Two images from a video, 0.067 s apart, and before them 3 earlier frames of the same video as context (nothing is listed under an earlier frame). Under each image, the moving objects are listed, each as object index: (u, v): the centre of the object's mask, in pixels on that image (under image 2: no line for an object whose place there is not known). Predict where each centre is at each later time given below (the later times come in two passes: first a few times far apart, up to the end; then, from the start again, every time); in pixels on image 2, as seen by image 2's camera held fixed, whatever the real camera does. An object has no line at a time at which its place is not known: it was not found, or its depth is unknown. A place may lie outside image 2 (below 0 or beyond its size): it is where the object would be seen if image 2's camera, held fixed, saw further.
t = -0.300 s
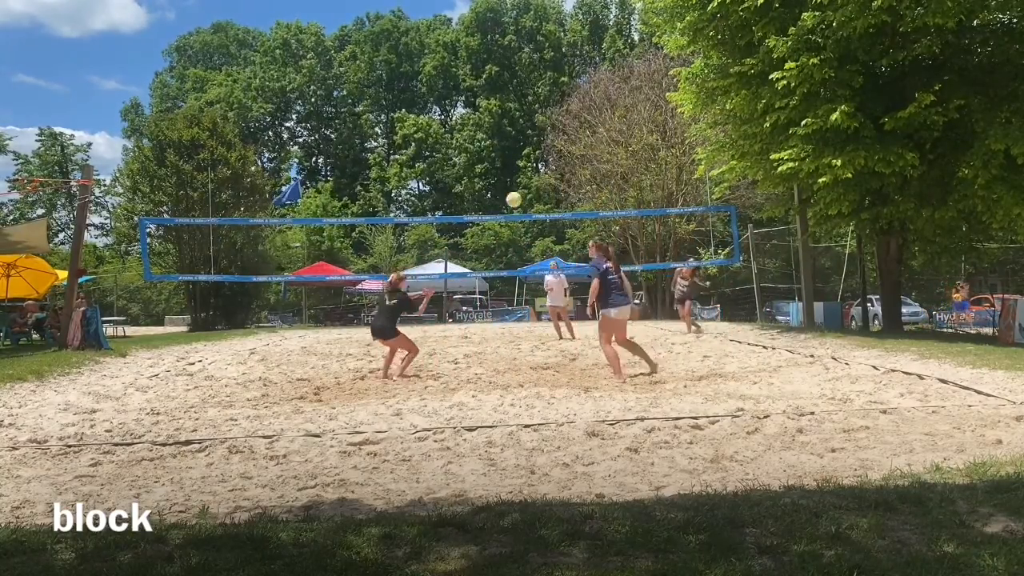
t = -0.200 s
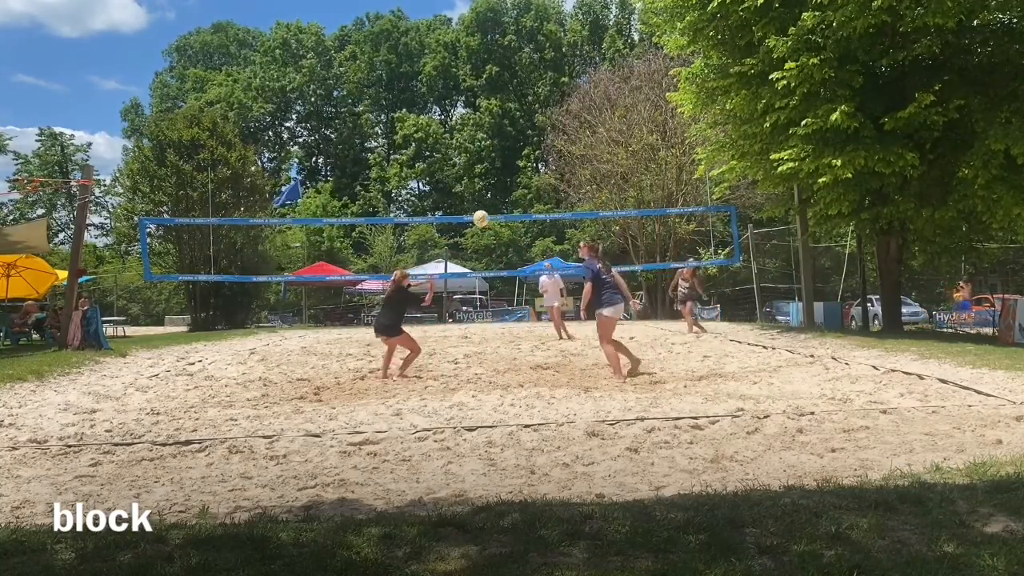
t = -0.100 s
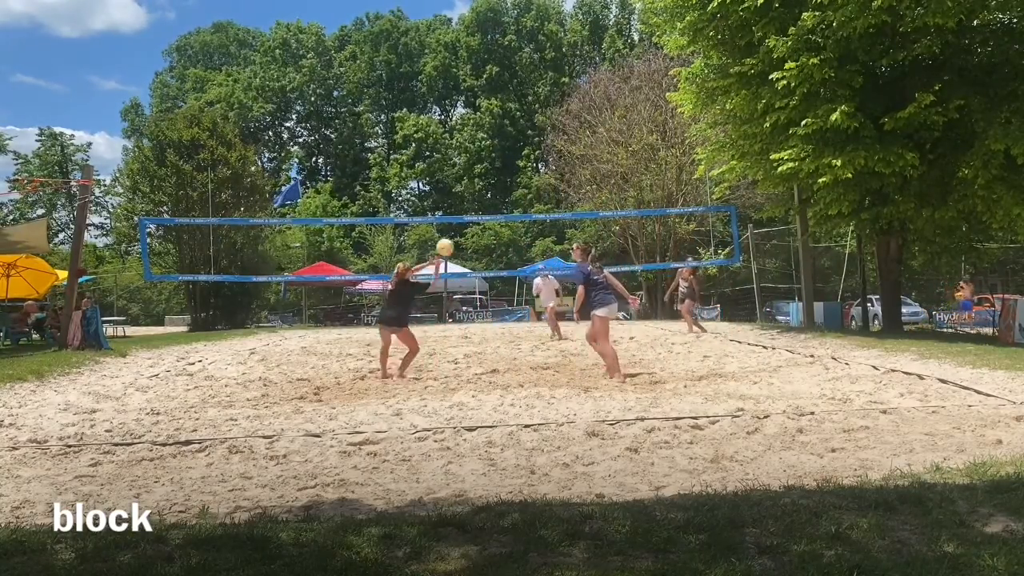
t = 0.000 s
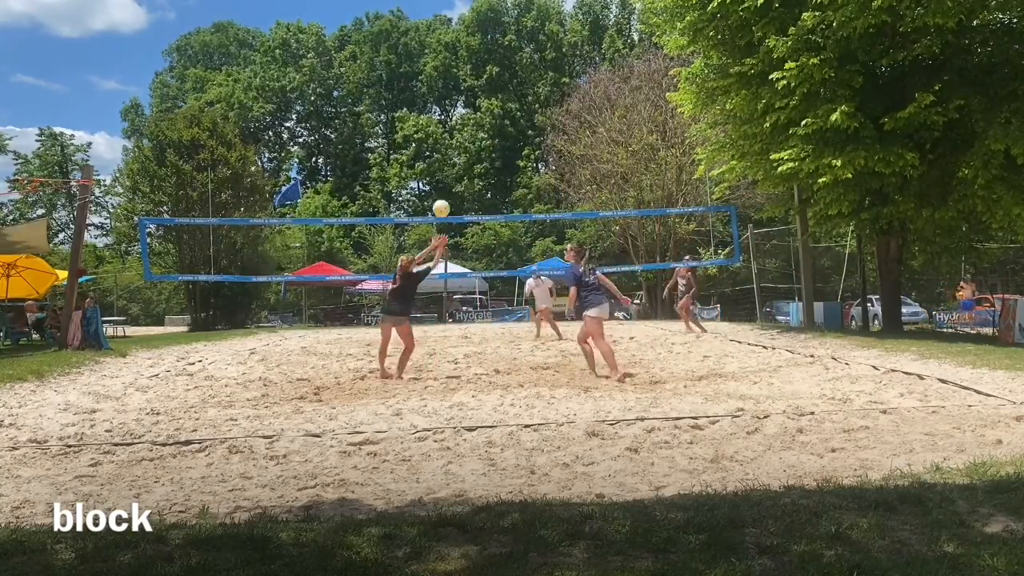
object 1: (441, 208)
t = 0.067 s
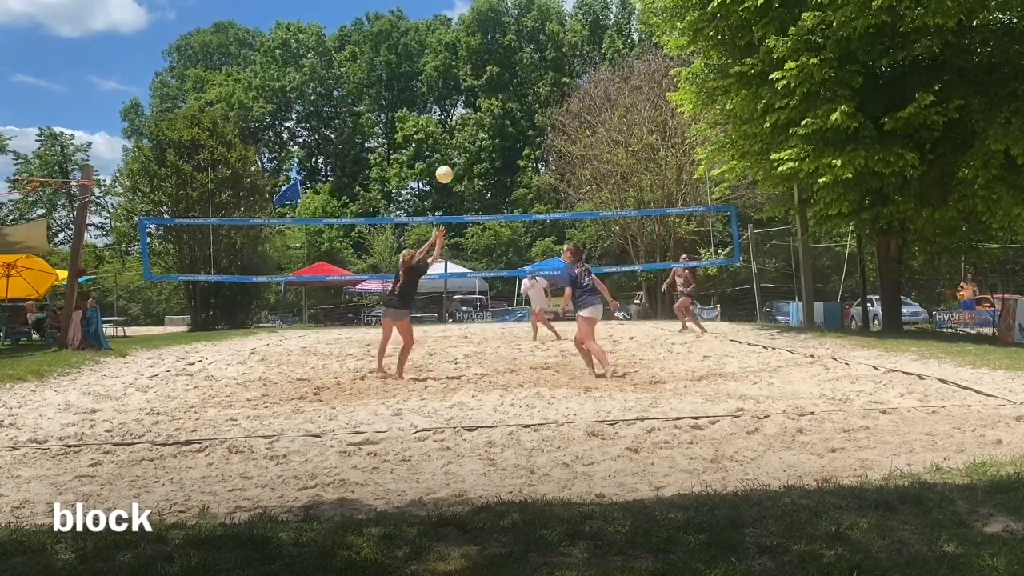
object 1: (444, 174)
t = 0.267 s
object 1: (454, 96)
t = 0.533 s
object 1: (467, 42)
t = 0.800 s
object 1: (481, 44)
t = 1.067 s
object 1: (496, 96)
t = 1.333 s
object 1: (511, 193)
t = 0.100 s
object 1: (446, 159)
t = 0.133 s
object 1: (447, 144)
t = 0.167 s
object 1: (448, 131)
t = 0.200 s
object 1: (451, 118)
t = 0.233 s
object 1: (452, 106)
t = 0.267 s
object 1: (454, 96)
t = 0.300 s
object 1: (455, 86)
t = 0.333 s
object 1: (457, 77)
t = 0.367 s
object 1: (459, 69)
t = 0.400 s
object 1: (460, 62)
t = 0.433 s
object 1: (462, 56)
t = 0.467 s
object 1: (464, 51)
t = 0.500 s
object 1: (465, 46)
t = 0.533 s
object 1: (467, 42)
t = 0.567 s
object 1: (468, 40)
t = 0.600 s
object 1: (470, 38)
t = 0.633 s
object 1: (472, 37)
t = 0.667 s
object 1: (473, 37)
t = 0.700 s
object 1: (475, 37)
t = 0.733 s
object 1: (477, 39)
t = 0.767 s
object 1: (479, 41)
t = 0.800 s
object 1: (481, 44)
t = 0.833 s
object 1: (483, 48)
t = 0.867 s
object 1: (485, 52)
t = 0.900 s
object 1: (487, 58)
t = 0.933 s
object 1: (488, 64)
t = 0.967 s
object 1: (491, 71)
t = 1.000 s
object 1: (492, 78)
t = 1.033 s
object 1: (494, 86)
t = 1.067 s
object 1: (496, 96)
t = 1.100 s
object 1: (498, 106)
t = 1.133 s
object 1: (500, 116)
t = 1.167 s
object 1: (502, 127)
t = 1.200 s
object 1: (504, 139)
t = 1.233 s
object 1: (506, 152)
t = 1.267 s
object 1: (507, 165)
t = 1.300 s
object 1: (509, 178)
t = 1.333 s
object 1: (511, 193)
